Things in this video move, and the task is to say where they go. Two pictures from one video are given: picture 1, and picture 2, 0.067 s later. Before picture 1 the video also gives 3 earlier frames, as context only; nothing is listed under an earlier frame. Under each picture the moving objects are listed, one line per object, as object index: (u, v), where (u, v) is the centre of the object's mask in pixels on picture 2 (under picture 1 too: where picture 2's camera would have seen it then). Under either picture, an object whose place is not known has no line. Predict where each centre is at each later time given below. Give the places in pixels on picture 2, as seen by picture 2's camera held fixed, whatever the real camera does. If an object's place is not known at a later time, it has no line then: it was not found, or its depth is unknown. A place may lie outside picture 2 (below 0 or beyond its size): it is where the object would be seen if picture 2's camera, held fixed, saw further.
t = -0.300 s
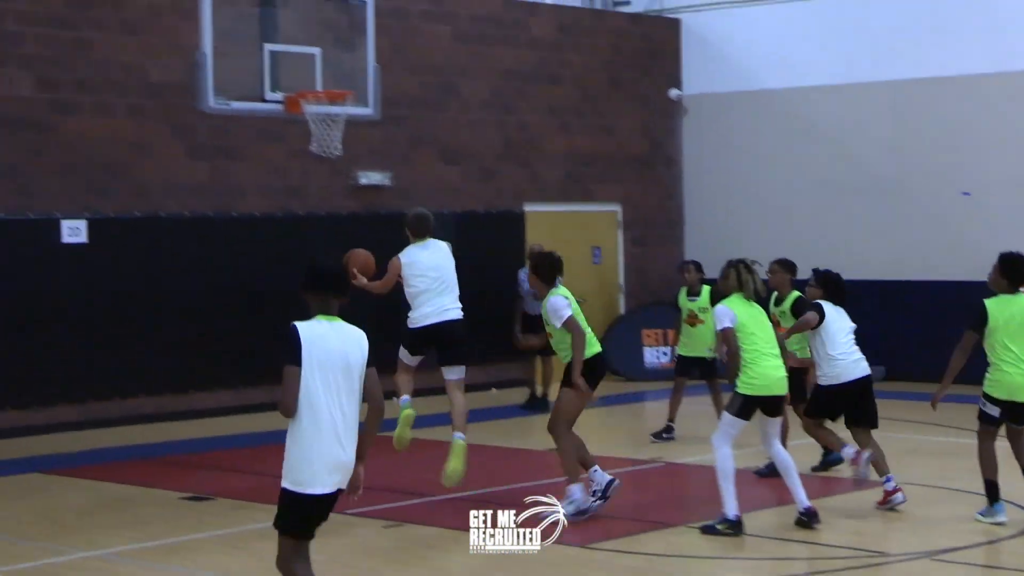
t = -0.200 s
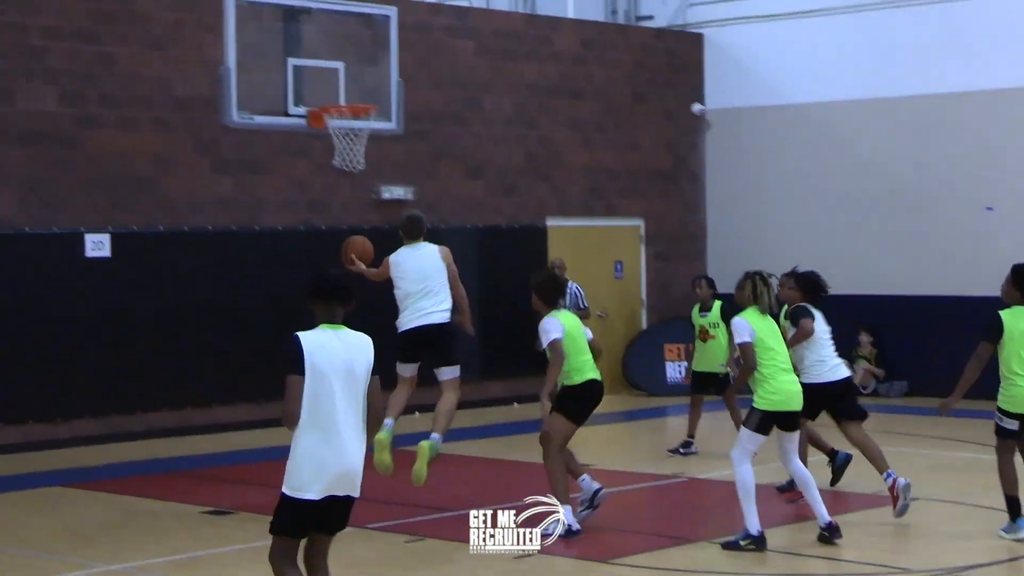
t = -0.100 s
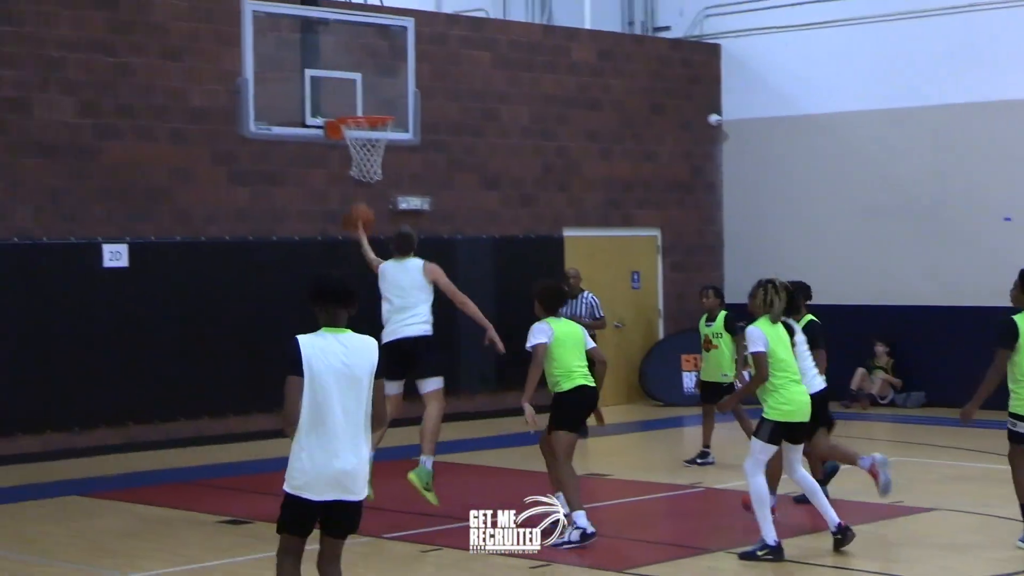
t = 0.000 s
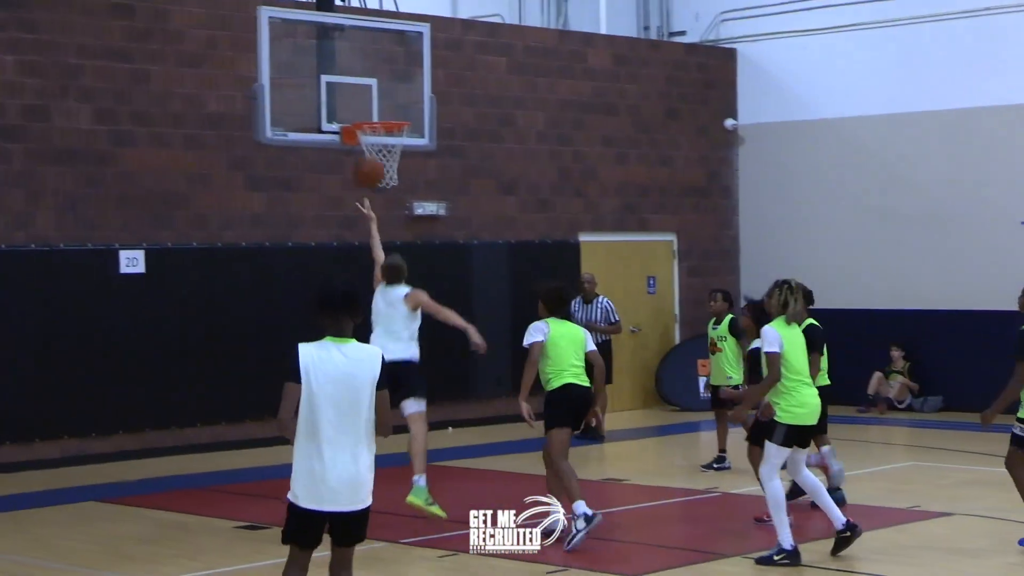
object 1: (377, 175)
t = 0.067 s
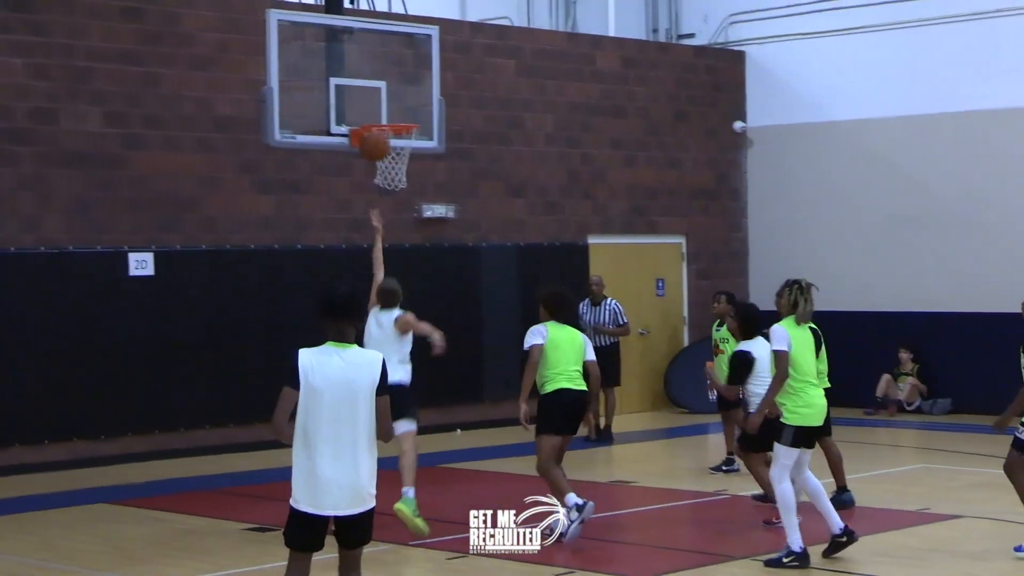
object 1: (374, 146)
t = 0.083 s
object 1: (374, 139)
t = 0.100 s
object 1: (373, 135)
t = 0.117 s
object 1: (373, 129)
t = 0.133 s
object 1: (372, 124)
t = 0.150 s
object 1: (371, 120)
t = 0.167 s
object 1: (370, 116)
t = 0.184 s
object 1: (370, 112)
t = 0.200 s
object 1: (369, 108)
